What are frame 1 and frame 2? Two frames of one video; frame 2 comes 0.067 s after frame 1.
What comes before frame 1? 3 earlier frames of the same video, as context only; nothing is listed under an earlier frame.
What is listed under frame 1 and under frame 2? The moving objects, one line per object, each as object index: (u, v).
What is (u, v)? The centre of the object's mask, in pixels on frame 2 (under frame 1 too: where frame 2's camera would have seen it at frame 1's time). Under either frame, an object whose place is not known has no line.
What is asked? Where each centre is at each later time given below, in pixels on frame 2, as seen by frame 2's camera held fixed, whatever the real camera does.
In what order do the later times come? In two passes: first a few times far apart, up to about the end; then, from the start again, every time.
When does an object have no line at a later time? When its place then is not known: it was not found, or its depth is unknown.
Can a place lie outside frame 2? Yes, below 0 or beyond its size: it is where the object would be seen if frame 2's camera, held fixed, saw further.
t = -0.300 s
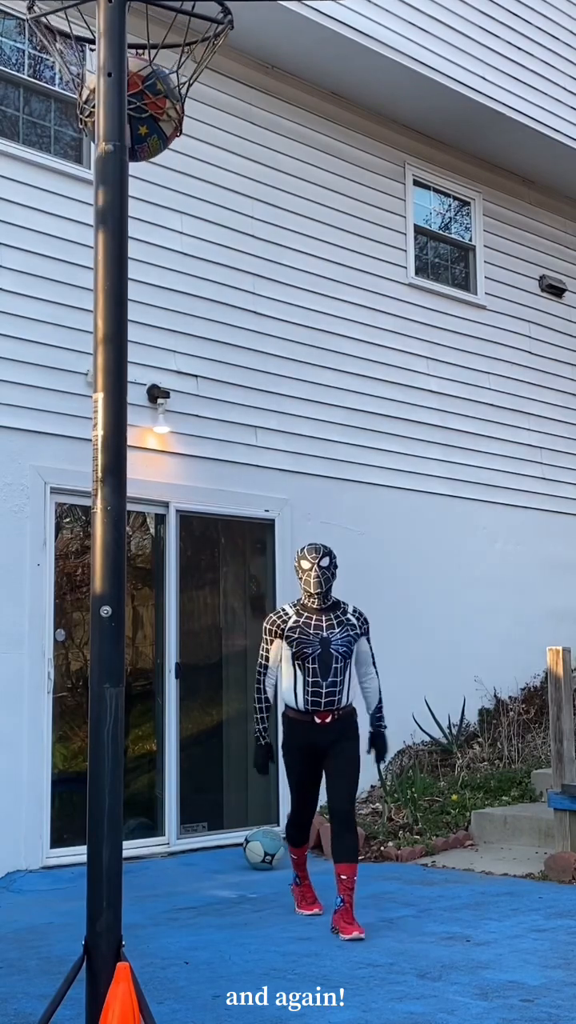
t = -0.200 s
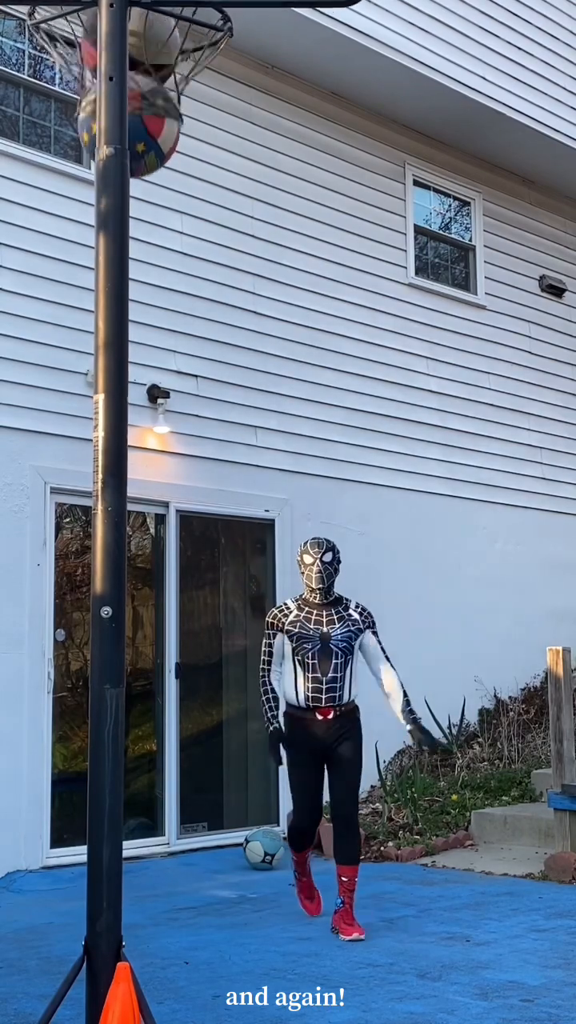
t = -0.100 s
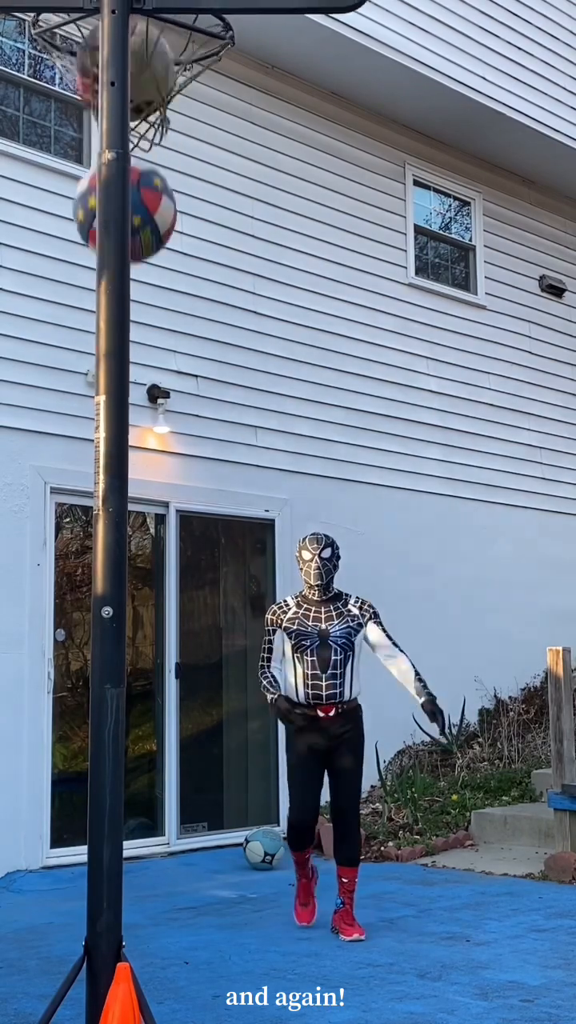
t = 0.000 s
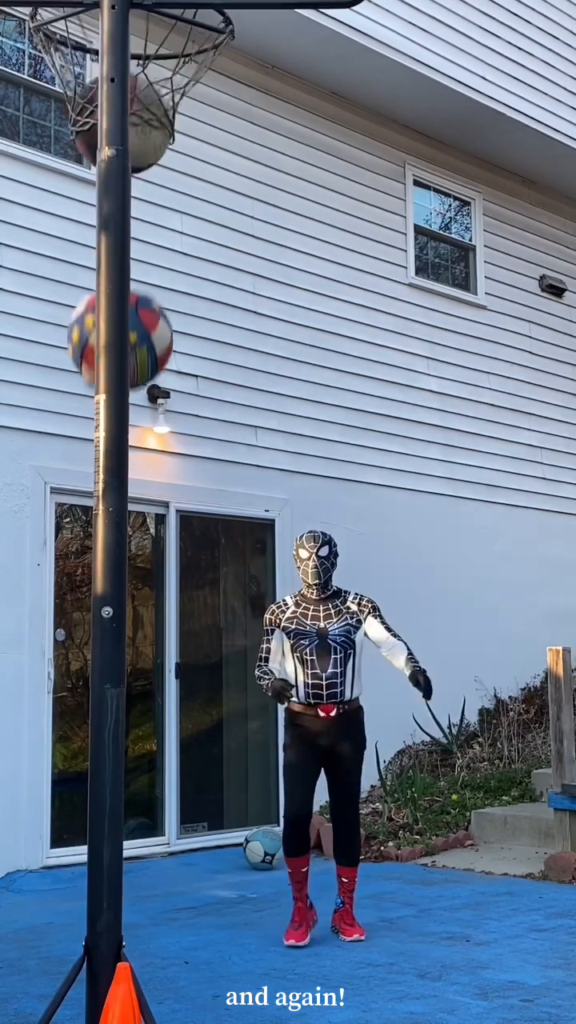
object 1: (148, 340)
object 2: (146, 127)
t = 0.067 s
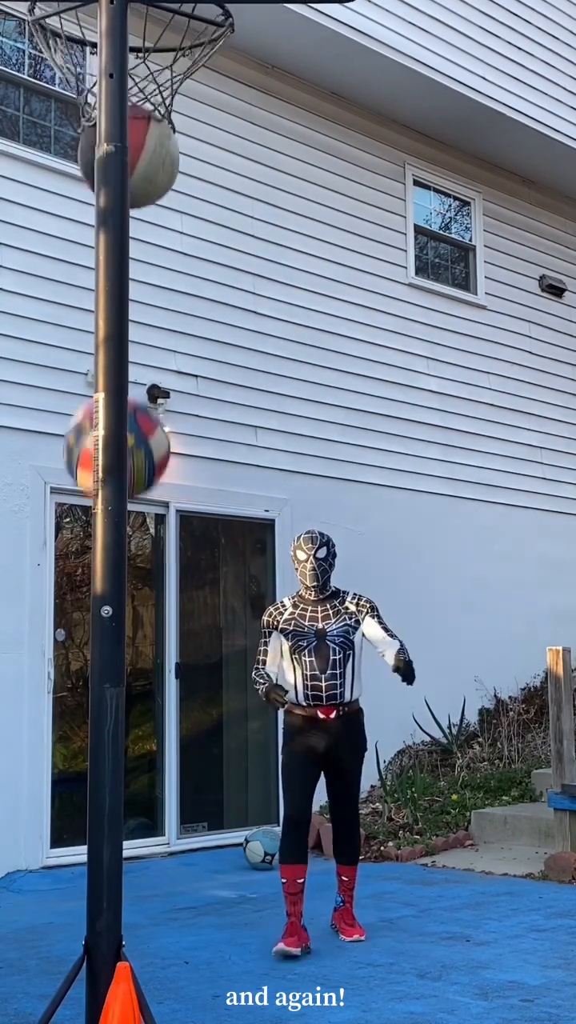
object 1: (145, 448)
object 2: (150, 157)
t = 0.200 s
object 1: (141, 737)
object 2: (159, 275)
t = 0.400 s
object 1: (59, 986)
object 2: (174, 602)
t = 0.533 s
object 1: (23, 813)
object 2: (262, 849)
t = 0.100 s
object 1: (145, 514)
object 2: (152, 180)
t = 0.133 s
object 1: (144, 580)
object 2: (155, 207)
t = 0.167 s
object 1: (142, 655)
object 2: (157, 238)
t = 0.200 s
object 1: (141, 737)
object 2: (159, 275)
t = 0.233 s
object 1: (71, 823)
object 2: (161, 316)
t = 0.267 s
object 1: (69, 918)
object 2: (164, 363)
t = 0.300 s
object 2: (166, 414)
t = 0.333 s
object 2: (168, 471)
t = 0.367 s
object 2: (171, 535)
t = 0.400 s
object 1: (59, 986)
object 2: (174, 602)
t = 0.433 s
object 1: (62, 917)
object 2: (177, 679)
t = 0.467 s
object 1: (76, 843)
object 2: (179, 761)
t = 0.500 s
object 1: (45, 821)
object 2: (217, 807)
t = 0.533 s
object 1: (23, 813)
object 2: (262, 849)
